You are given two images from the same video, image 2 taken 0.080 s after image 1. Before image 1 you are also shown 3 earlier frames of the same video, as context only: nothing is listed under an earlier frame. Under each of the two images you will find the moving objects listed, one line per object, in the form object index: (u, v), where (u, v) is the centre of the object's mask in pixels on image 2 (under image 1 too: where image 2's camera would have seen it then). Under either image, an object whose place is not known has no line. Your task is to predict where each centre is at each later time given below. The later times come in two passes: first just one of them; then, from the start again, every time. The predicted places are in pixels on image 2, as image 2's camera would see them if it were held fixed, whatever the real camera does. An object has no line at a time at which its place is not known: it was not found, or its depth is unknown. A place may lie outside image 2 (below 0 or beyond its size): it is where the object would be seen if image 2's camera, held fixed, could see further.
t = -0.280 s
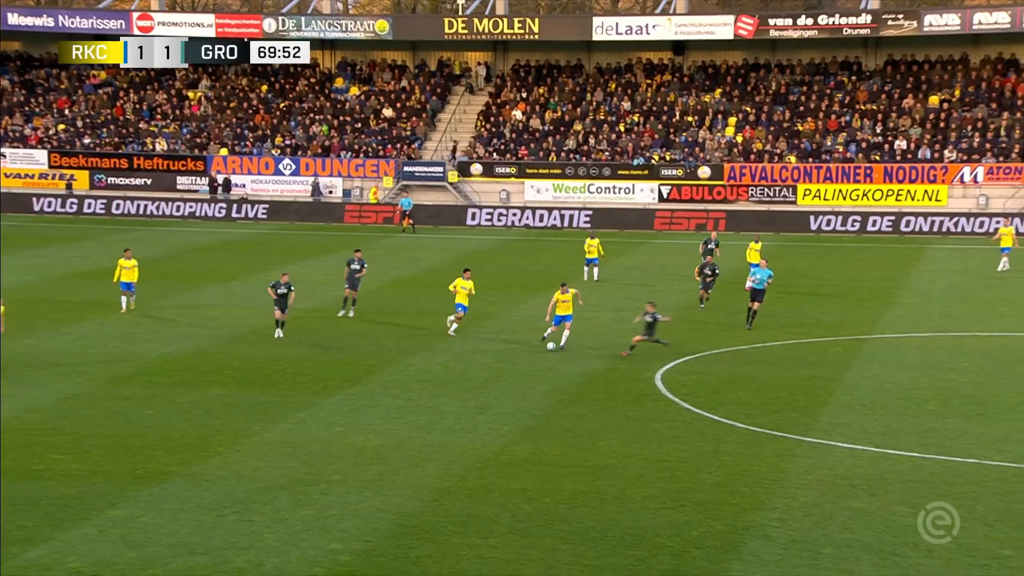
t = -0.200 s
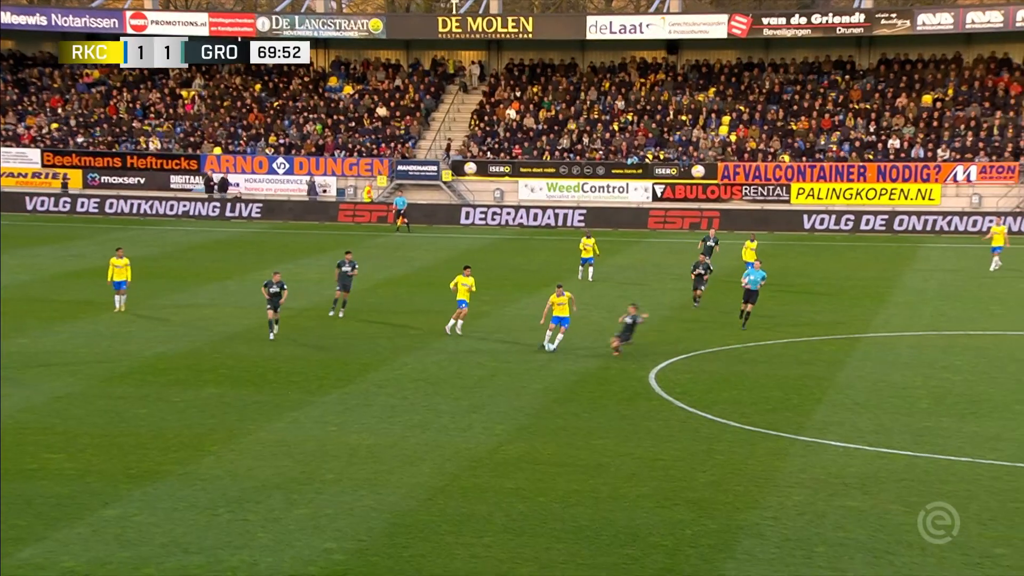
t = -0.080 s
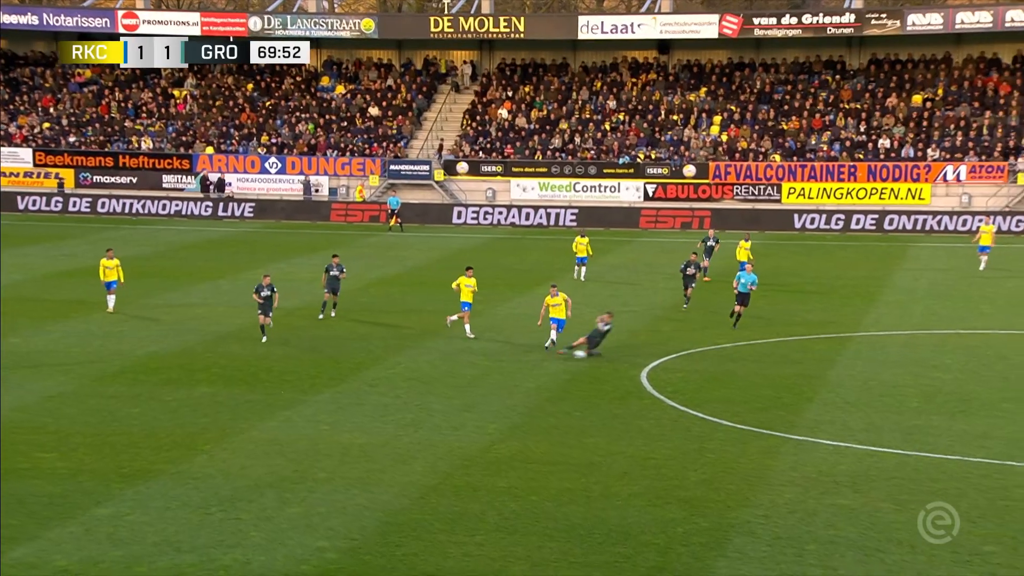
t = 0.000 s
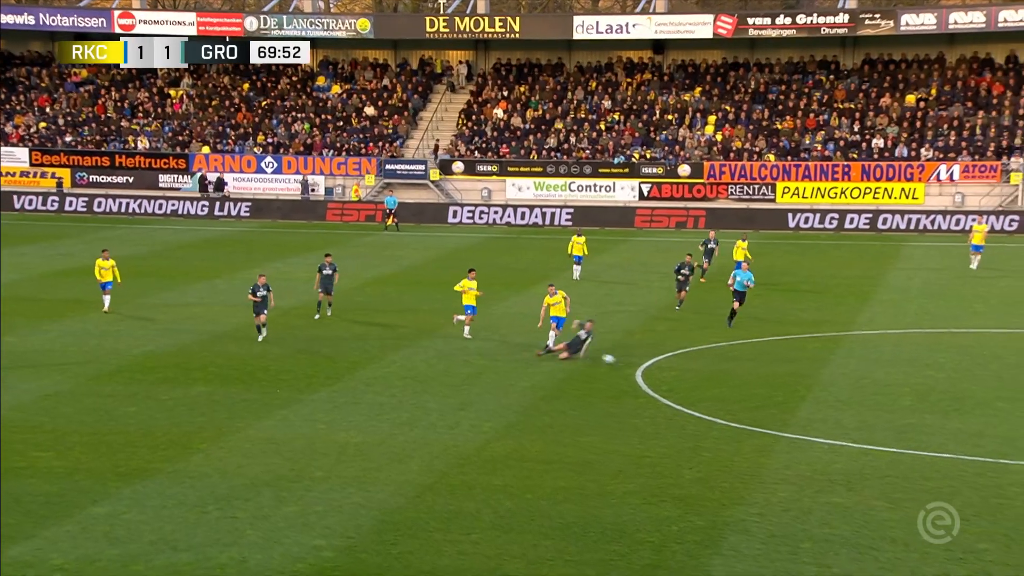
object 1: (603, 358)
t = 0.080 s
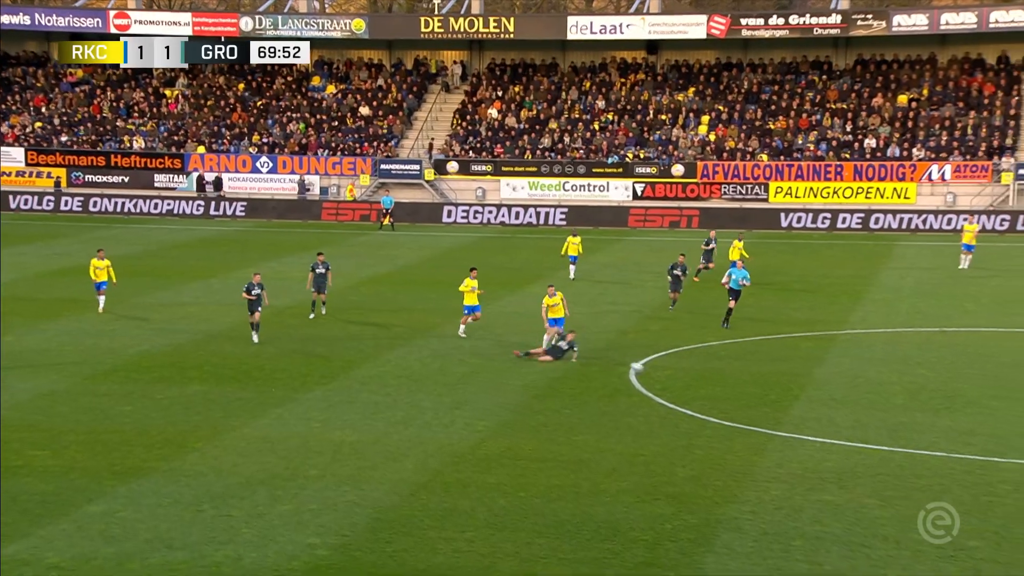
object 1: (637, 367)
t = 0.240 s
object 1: (706, 381)
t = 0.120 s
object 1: (654, 373)
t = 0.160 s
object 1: (672, 376)
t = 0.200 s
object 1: (689, 378)
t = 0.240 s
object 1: (706, 381)
